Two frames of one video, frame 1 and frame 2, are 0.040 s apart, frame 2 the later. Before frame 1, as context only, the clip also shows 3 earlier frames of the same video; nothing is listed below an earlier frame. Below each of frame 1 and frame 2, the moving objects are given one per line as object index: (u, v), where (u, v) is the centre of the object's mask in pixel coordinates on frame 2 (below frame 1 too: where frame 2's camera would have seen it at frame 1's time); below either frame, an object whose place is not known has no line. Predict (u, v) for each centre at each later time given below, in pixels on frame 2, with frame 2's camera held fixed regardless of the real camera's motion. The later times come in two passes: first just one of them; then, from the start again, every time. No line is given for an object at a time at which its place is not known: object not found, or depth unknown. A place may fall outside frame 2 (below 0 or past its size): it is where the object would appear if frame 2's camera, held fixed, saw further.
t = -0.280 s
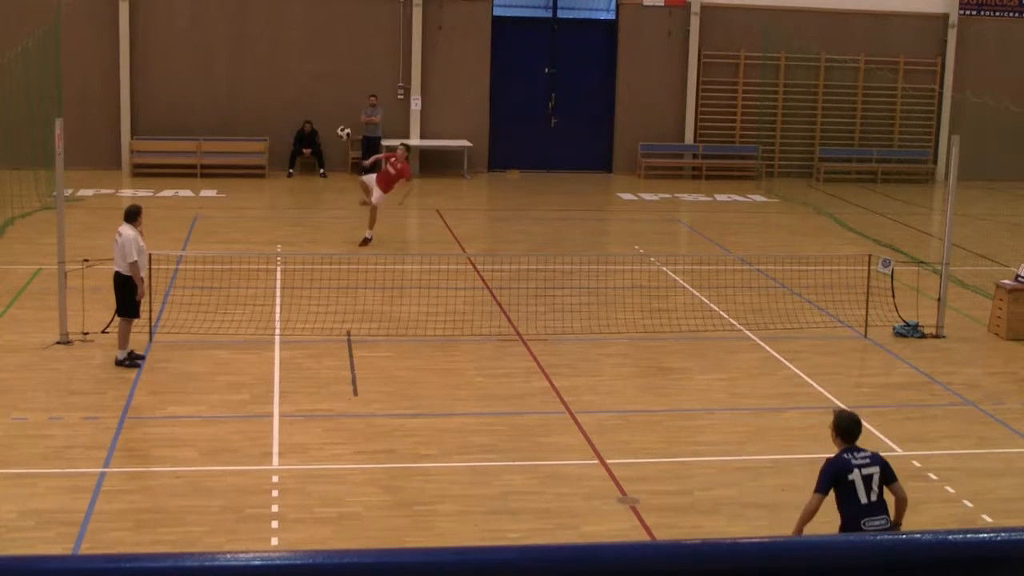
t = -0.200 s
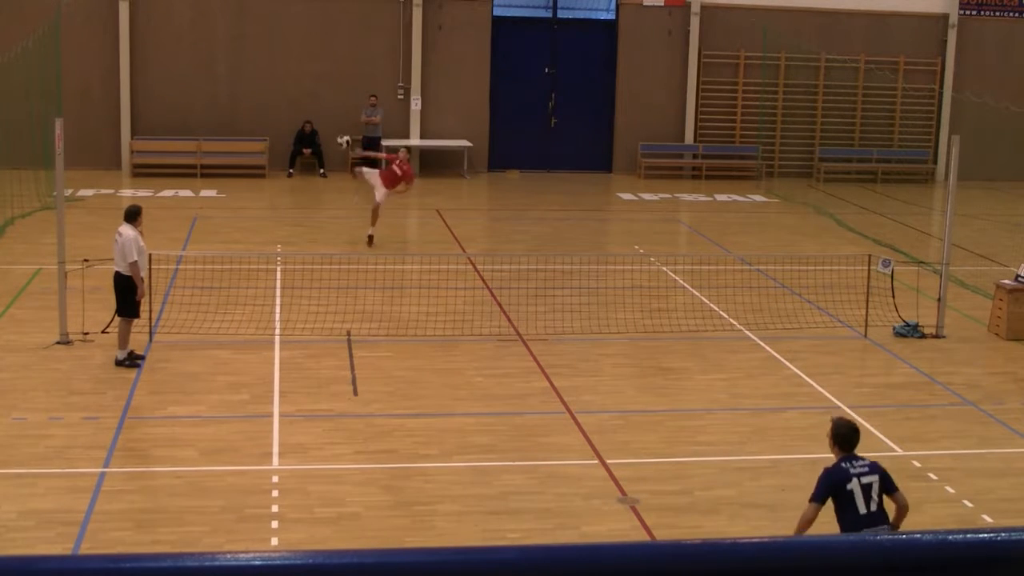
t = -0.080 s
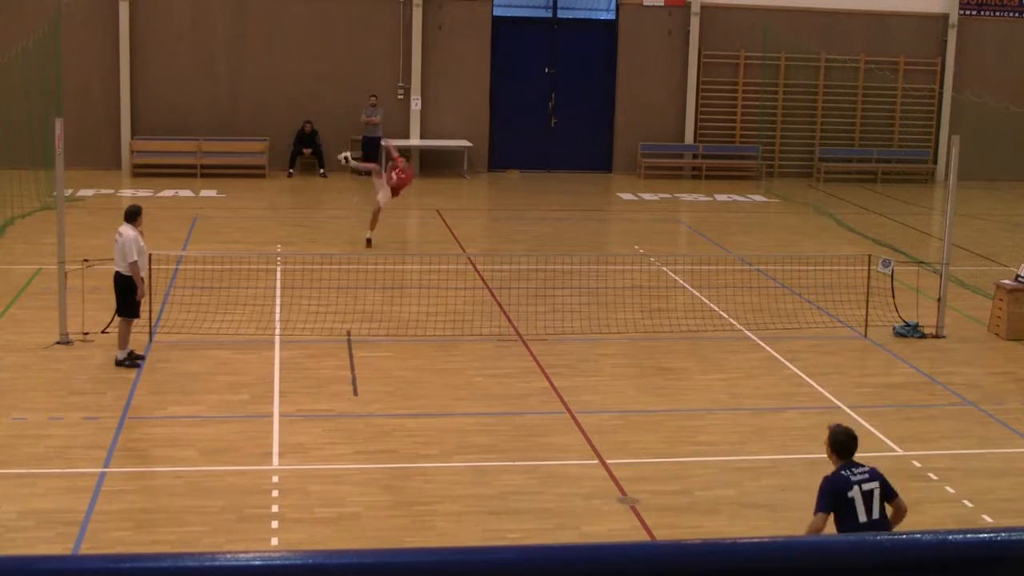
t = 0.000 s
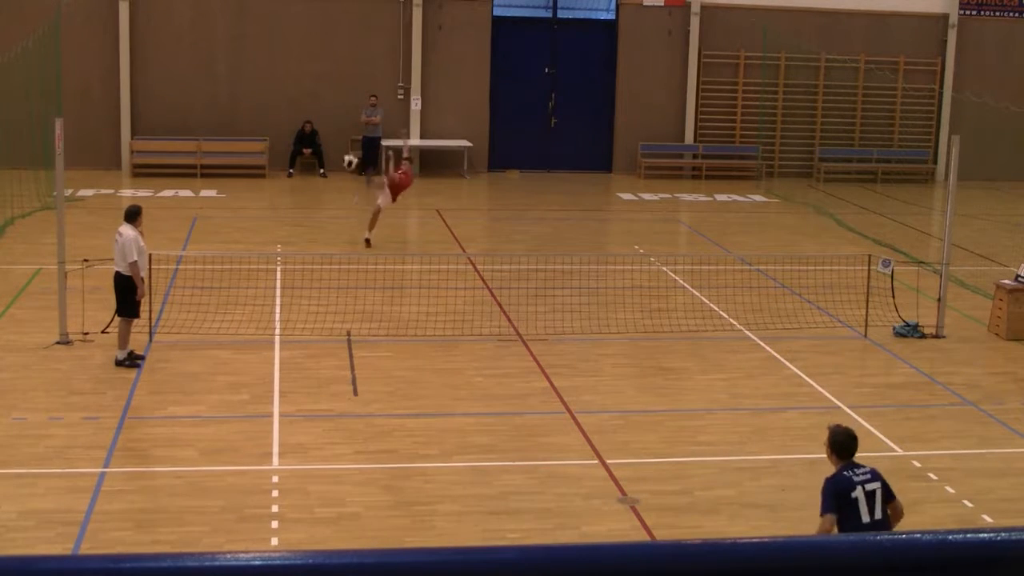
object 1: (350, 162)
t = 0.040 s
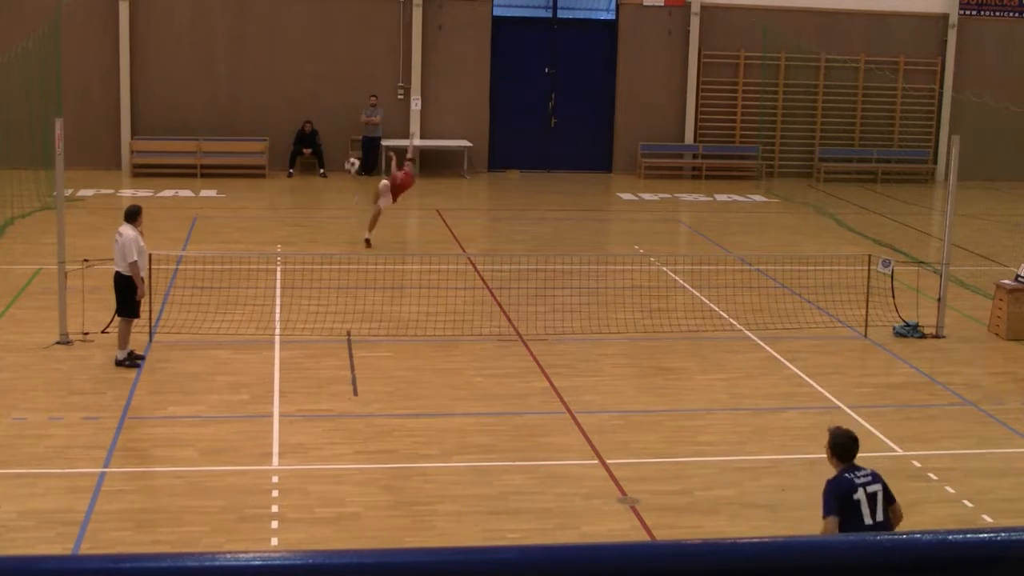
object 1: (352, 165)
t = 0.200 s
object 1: (361, 202)
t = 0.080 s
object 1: (355, 171)
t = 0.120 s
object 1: (356, 179)
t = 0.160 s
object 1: (359, 188)
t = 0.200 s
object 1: (361, 202)
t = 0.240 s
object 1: (360, 216)
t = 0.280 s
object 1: (363, 234)
